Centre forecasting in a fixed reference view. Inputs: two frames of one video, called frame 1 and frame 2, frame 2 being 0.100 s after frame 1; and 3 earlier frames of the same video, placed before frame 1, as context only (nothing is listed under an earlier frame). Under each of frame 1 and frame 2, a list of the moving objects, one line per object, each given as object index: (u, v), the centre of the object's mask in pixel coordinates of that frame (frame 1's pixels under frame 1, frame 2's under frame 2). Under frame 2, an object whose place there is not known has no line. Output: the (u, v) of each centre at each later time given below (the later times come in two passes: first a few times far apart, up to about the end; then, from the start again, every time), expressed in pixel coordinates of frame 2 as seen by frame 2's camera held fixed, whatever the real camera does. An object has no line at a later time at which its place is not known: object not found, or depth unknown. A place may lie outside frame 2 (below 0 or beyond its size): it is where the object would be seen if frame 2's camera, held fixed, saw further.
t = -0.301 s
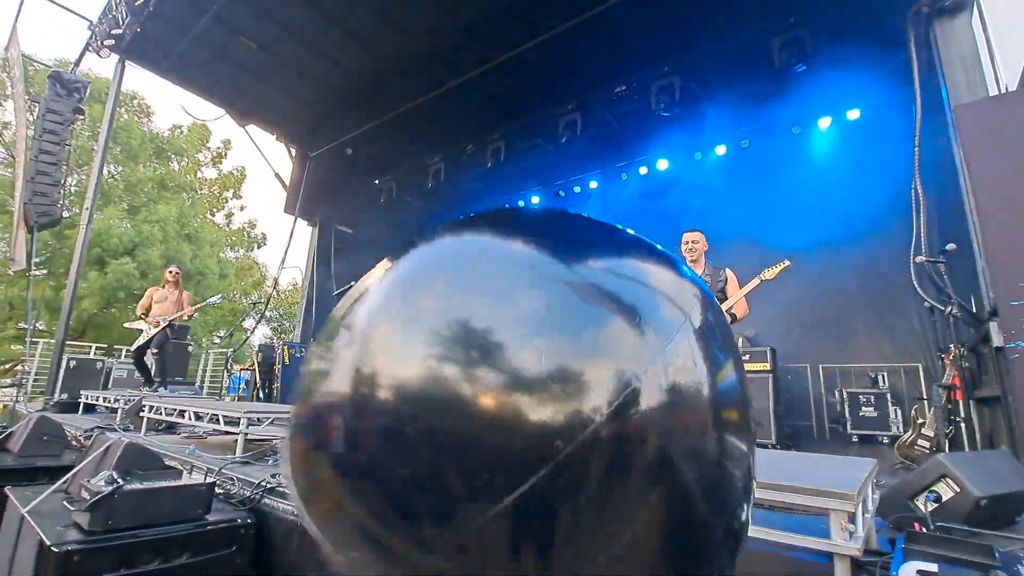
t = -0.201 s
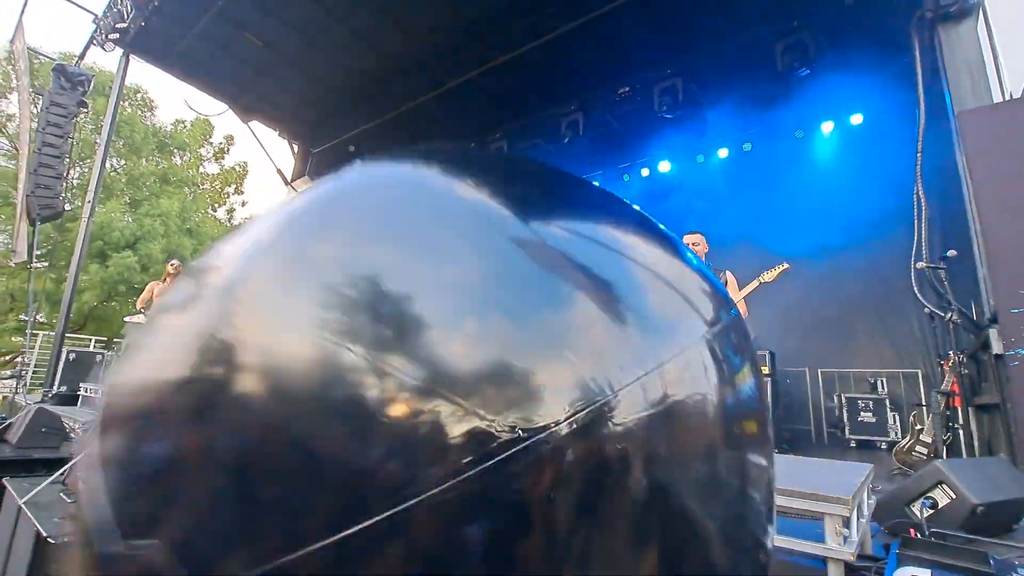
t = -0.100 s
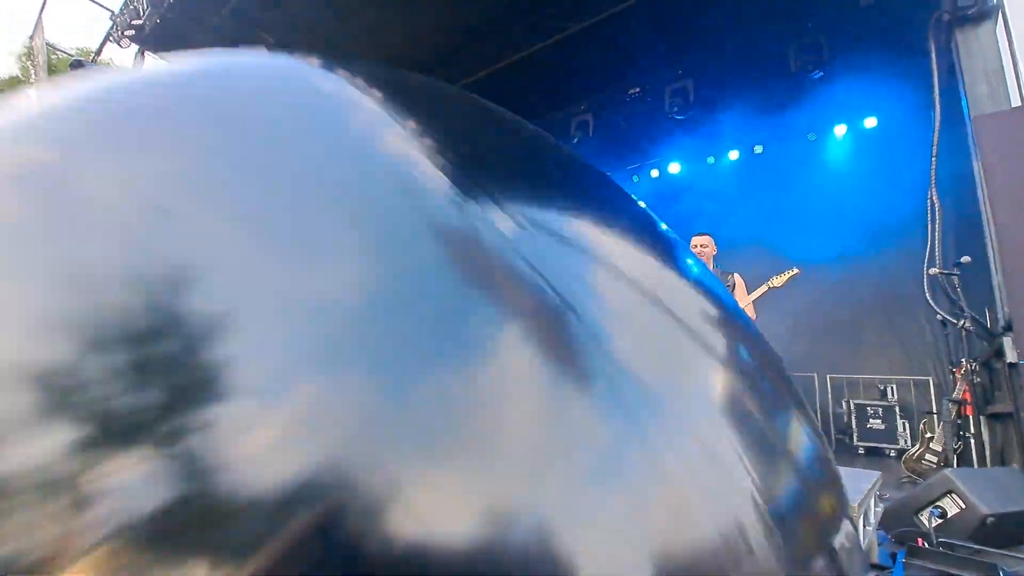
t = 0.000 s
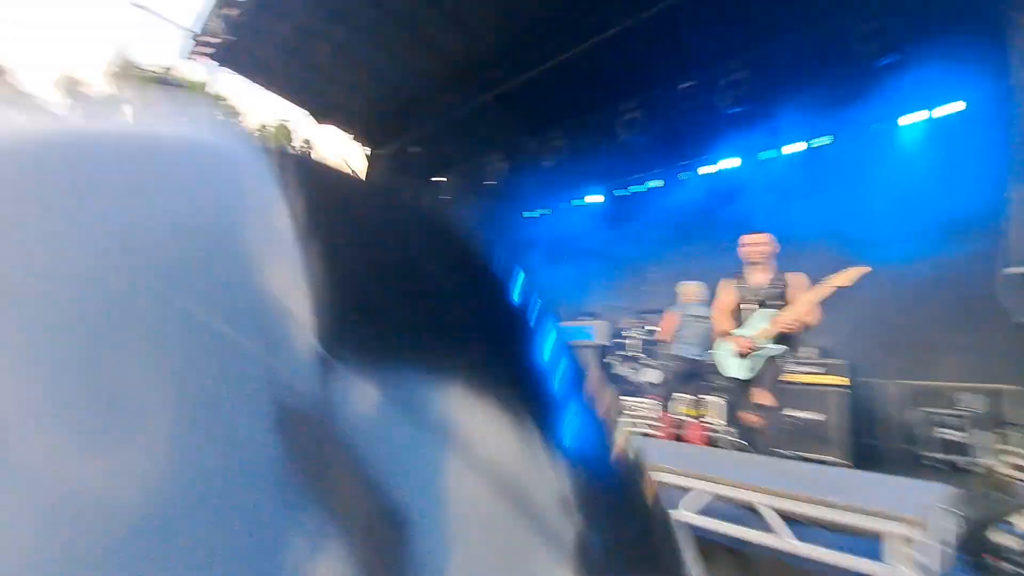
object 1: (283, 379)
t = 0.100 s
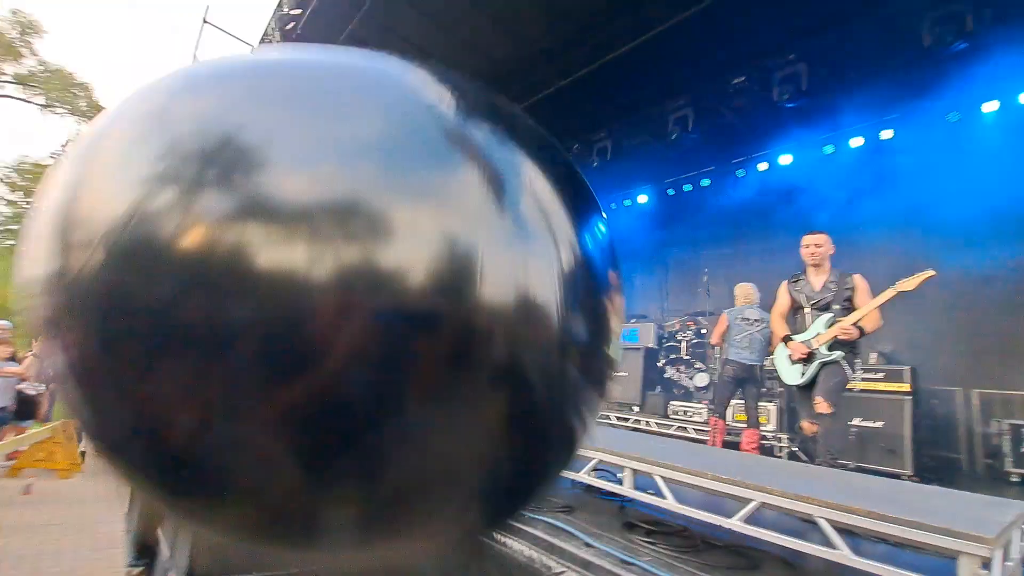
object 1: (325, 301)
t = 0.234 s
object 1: (440, 152)
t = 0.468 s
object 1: (495, 147)
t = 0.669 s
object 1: (518, 200)
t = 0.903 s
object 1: (534, 273)
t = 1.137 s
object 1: (534, 364)
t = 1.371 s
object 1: (530, 387)
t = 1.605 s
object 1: (528, 357)
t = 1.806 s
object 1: (524, 358)
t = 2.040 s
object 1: (511, 385)
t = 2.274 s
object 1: (505, 389)
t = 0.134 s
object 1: (373, 233)
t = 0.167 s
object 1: (404, 194)
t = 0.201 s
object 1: (424, 169)
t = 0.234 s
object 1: (440, 152)
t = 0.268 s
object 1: (451, 139)
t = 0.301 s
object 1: (460, 133)
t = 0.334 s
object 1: (468, 130)
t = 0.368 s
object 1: (475, 130)
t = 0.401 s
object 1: (487, 133)
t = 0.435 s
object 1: (490, 141)
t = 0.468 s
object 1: (495, 147)
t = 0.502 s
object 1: (500, 155)
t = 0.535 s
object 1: (505, 162)
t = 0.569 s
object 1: (509, 168)
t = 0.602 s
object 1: (511, 179)
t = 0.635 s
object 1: (514, 188)
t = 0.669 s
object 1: (518, 200)
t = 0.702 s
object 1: (522, 207)
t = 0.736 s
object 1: (525, 218)
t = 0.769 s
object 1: (526, 228)
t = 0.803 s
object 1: (529, 238)
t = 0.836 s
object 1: (531, 251)
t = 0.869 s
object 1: (532, 262)
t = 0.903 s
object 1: (534, 273)
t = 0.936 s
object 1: (535, 285)
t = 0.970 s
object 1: (536, 297)
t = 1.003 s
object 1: (537, 309)
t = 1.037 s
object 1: (536, 322)
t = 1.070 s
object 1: (536, 336)
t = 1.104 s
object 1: (535, 350)
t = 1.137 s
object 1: (534, 364)
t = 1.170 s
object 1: (533, 379)
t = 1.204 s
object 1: (532, 389)
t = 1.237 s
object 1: (530, 397)
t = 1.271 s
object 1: (530, 400)
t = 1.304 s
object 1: (530, 395)
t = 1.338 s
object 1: (529, 391)
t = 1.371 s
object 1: (530, 387)
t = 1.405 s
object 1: (530, 380)
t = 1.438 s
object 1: (530, 375)
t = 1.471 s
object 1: (530, 369)
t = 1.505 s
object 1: (530, 365)
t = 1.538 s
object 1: (529, 362)
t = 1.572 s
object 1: (529, 359)
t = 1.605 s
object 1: (528, 357)
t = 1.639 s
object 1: (528, 355)
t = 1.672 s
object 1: (527, 355)
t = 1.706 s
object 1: (526, 355)
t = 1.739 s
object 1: (525, 356)
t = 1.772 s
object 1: (525, 357)
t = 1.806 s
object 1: (524, 358)
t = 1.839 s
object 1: (522, 361)
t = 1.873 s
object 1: (521, 363)
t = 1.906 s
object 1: (520, 366)
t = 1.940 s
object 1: (518, 370)
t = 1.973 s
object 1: (516, 374)
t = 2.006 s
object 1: (514, 379)
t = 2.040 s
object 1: (511, 385)
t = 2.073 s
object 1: (509, 390)
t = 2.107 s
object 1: (511, 393)
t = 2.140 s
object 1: (511, 396)
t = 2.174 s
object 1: (510, 397)
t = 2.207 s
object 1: (509, 394)
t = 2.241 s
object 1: (507, 392)
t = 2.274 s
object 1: (505, 389)
